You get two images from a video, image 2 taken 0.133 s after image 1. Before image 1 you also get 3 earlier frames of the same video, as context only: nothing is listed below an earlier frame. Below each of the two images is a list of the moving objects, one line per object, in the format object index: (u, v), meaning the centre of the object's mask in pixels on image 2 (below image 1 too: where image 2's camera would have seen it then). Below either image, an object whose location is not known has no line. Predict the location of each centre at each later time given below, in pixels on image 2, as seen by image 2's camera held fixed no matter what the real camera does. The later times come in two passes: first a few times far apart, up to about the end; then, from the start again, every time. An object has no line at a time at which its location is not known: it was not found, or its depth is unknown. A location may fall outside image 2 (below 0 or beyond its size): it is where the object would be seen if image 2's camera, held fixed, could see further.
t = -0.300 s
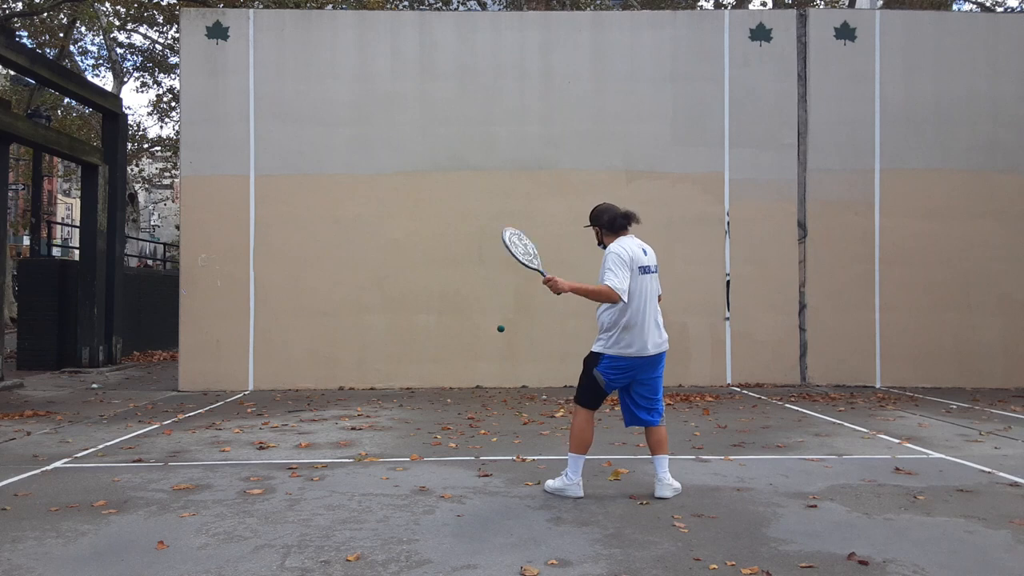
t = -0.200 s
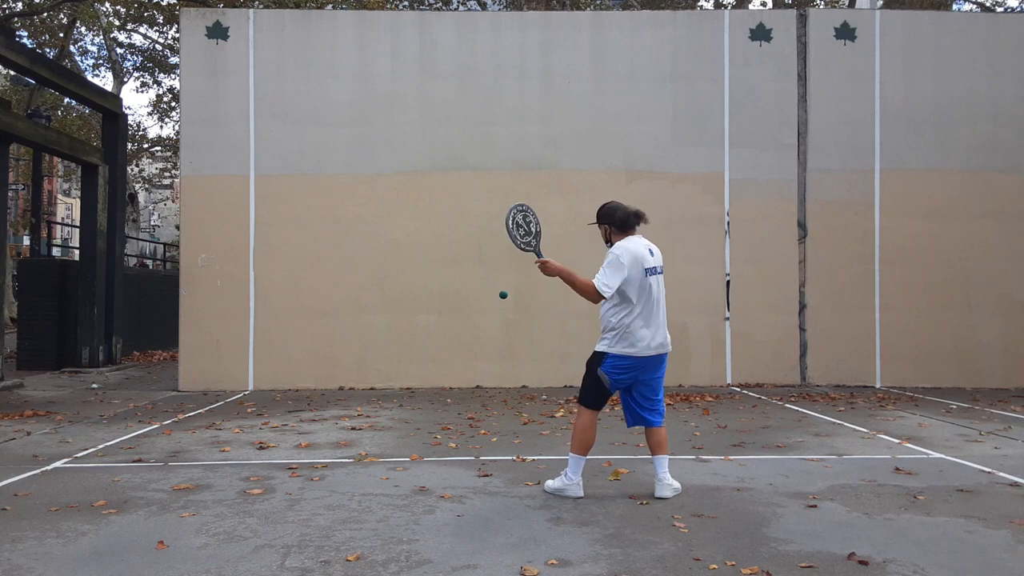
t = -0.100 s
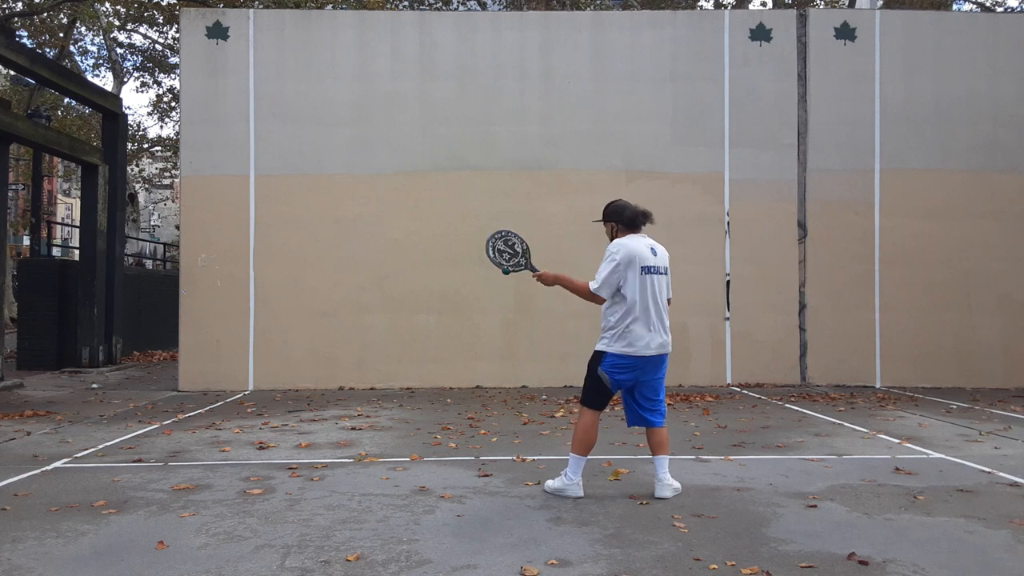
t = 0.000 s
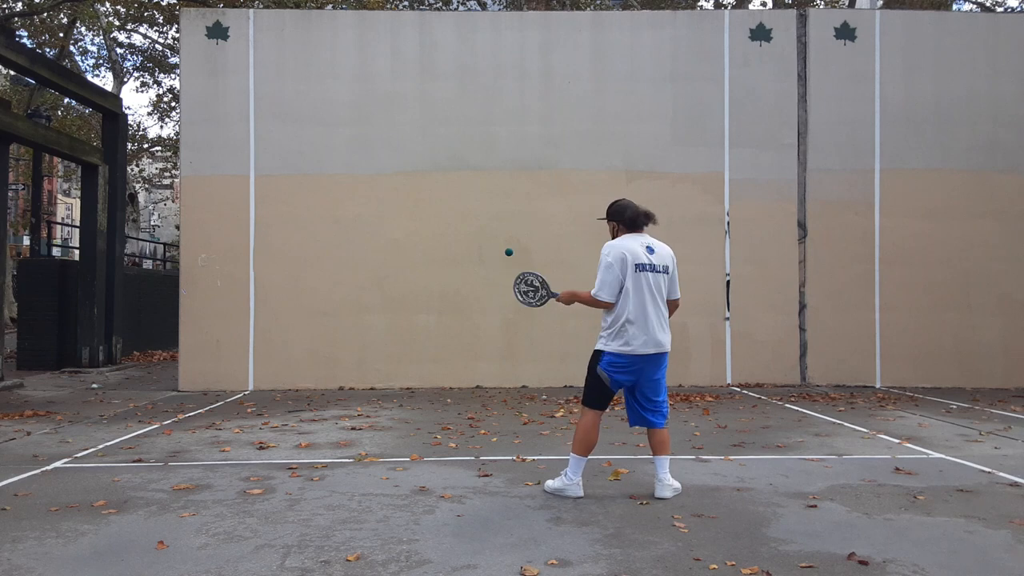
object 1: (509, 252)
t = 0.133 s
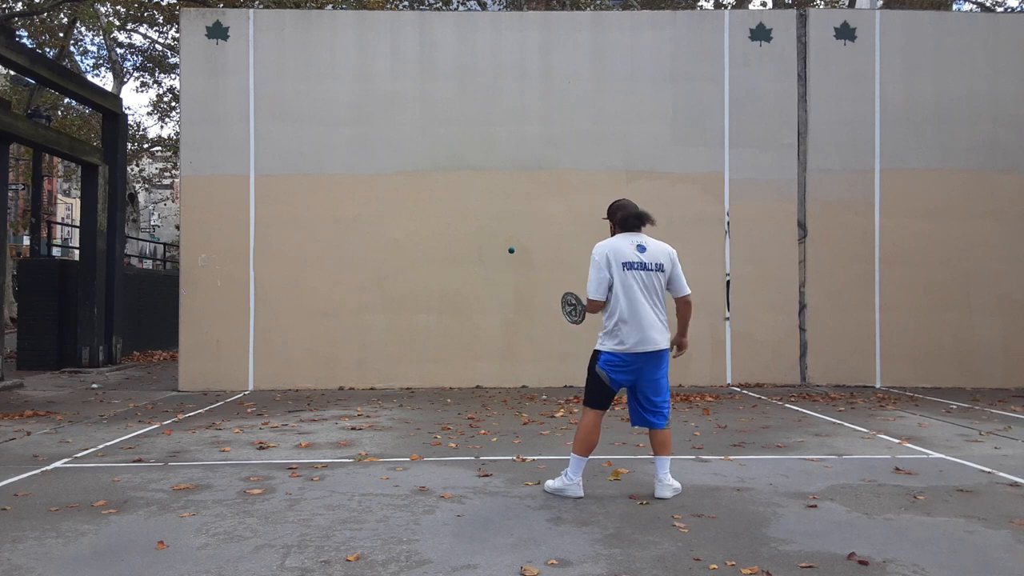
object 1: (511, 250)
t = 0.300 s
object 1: (512, 269)
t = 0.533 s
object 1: (517, 316)
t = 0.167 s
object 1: (511, 252)
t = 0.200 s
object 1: (512, 255)
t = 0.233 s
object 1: (512, 259)
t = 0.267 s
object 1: (512, 264)
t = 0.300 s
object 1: (512, 269)
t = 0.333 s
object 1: (513, 274)
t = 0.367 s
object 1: (513, 280)
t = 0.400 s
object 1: (513, 286)
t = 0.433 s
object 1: (514, 292)
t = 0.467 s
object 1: (514, 300)
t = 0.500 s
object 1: (515, 307)
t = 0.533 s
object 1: (517, 316)
